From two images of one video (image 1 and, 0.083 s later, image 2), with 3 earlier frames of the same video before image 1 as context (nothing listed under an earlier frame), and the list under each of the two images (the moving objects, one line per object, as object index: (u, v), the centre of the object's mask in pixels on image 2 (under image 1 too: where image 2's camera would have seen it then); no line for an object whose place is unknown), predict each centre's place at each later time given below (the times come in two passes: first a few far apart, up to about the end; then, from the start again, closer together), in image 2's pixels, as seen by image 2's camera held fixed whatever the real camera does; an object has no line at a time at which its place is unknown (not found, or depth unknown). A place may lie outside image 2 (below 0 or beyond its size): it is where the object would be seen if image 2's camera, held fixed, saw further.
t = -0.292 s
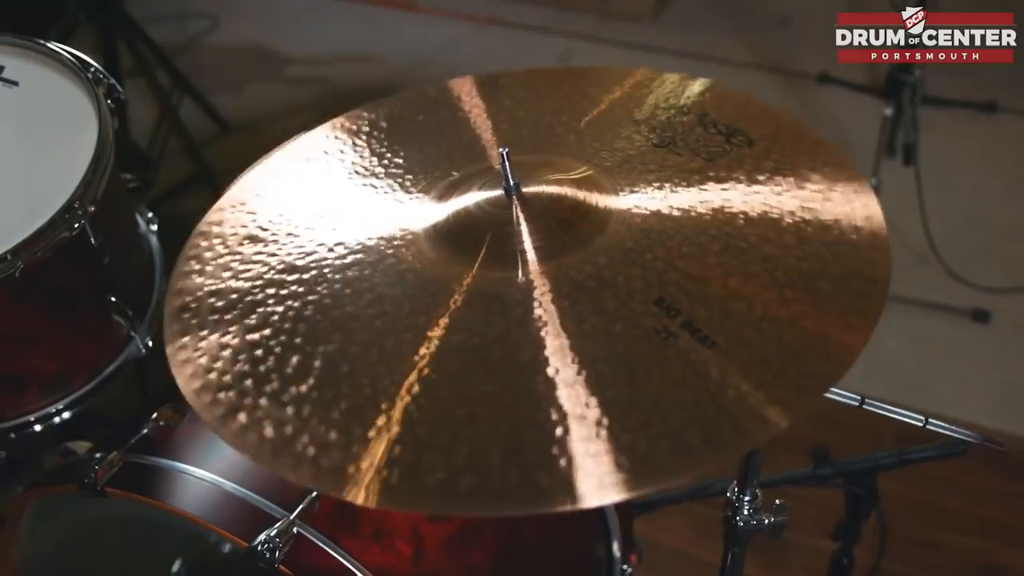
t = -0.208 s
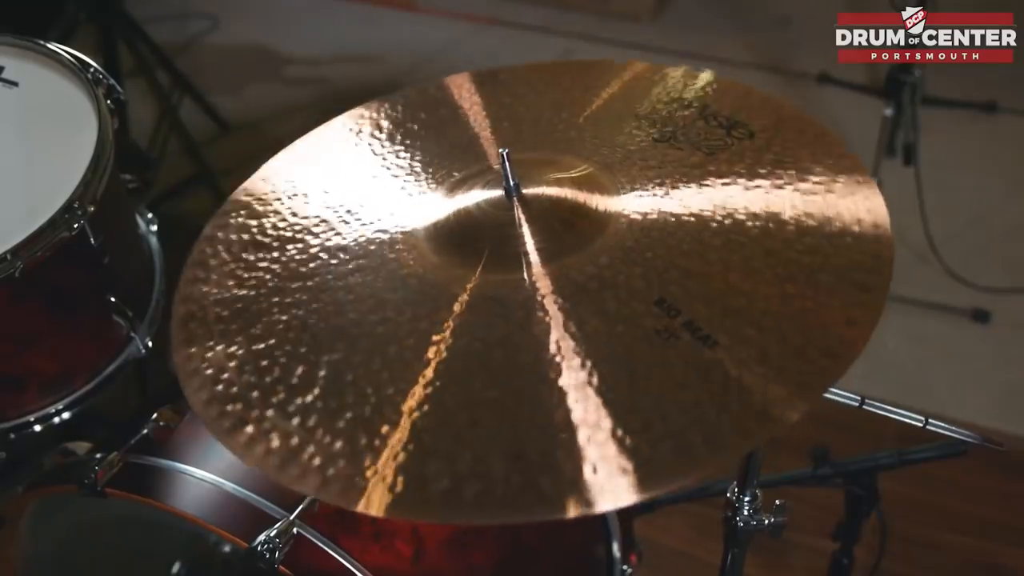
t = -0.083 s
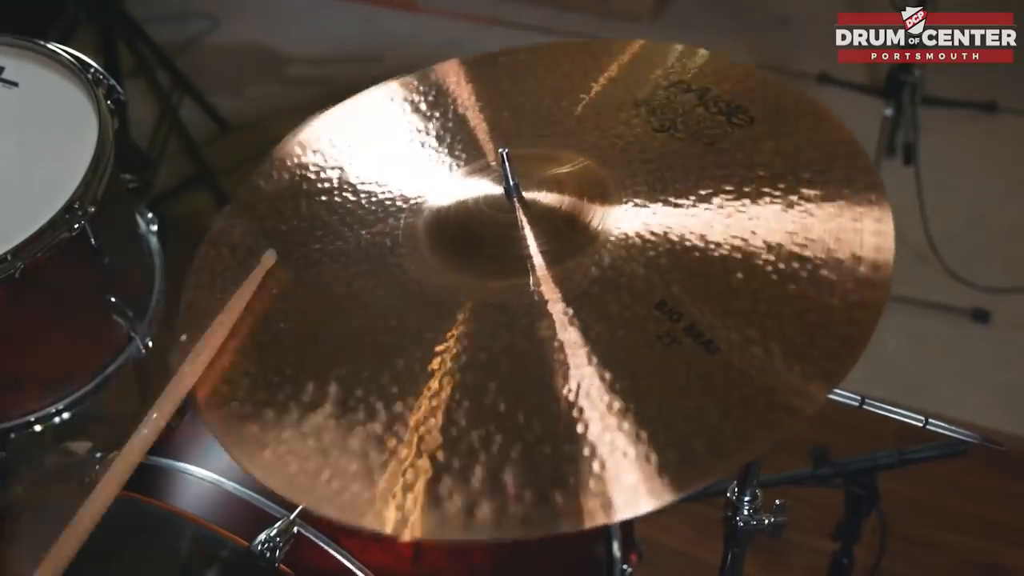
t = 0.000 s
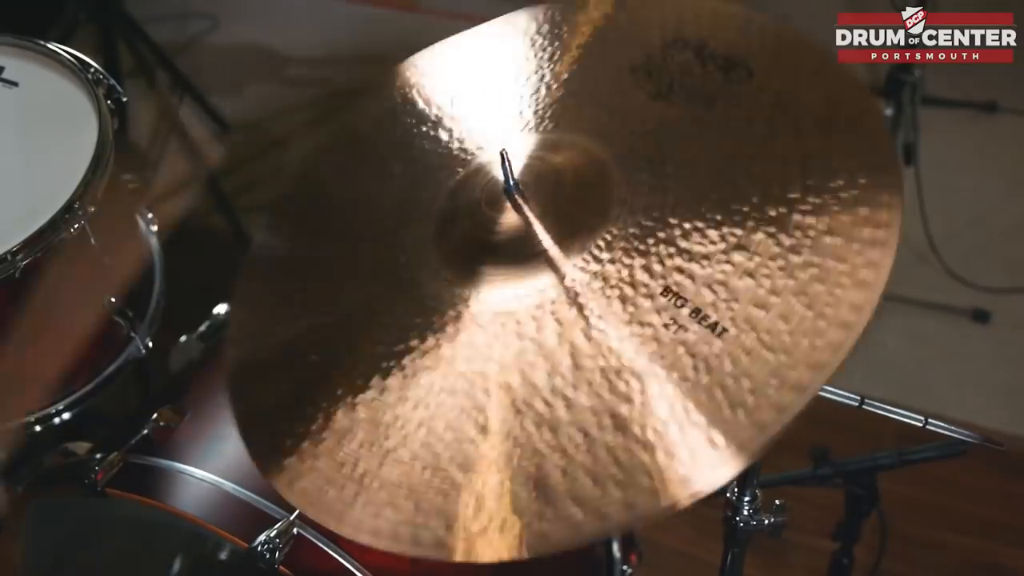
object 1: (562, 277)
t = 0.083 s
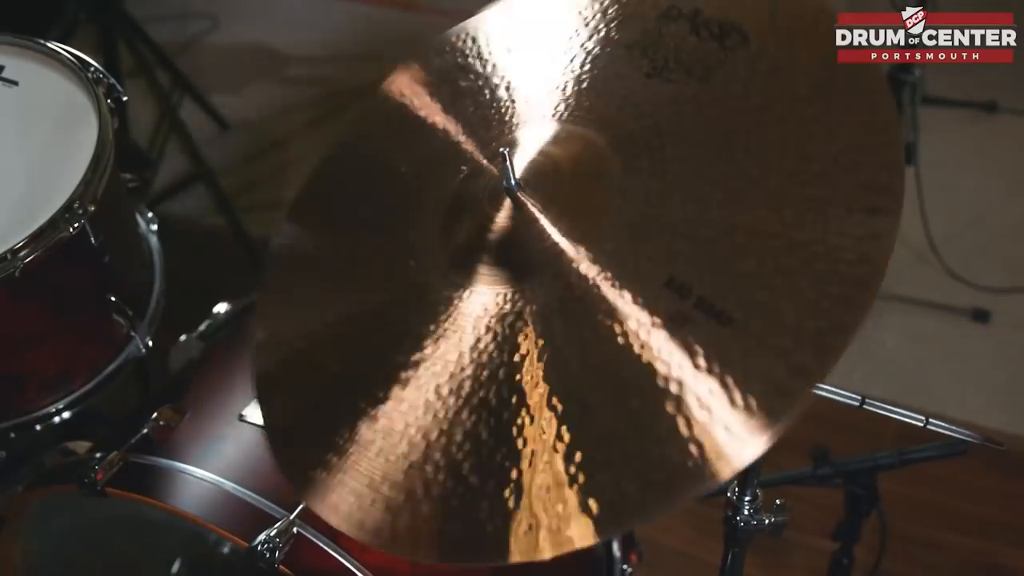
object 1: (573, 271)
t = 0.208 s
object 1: (567, 273)
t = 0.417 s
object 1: (512, 288)
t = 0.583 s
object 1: (500, 288)
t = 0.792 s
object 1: (541, 289)
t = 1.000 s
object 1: (550, 280)
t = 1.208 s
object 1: (520, 289)
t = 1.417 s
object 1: (517, 290)
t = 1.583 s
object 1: (533, 290)
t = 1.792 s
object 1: (540, 285)
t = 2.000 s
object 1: (528, 289)
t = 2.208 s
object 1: (529, 290)
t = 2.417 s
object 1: (535, 289)
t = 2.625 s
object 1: (533, 288)
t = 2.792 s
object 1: (533, 289)
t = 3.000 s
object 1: (533, 289)
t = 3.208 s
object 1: (533, 289)
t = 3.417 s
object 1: (533, 289)
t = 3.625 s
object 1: (533, 289)
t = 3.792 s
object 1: (533, 289)
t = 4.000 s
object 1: (533, 289)
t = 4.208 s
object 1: (533, 289)
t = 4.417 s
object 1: (533, 289)
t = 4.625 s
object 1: (533, 289)
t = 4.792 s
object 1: (533, 289)
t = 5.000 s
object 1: (533, 289)
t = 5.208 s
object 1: (533, 289)
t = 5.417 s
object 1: (533, 289)
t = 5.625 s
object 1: (533, 289)
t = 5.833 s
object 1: (533, 289)
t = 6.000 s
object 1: (533, 289)
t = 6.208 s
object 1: (533, 289)
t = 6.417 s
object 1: (533, 289)
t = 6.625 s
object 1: (533, 289)
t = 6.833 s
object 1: (533, 289)
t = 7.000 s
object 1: (533, 289)
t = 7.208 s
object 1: (533, 289)
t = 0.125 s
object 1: (573, 270)
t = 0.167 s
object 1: (571, 272)
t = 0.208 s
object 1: (567, 273)
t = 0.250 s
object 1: (560, 276)
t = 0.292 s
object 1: (549, 283)
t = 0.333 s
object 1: (534, 288)
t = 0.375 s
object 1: (523, 289)
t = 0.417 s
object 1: (512, 288)
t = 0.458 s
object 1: (501, 288)
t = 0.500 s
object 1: (496, 287)
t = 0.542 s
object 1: (495, 286)
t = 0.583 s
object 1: (500, 288)
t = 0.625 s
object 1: (505, 291)
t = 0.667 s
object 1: (513, 292)
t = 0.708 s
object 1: (523, 292)
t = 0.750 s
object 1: (532, 291)
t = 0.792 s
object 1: (541, 289)
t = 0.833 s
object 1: (548, 285)
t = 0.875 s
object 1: (553, 281)
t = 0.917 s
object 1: (554, 279)
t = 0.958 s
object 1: (553, 278)
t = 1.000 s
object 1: (550, 280)
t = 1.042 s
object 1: (545, 282)
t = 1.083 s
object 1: (538, 285)
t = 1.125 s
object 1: (531, 288)
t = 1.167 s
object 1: (525, 289)
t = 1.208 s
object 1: (520, 289)
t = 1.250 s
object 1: (517, 290)
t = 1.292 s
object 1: (514, 289)
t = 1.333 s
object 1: (514, 289)
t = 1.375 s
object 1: (516, 290)
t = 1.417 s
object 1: (517, 290)
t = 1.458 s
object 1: (520, 290)
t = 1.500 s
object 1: (525, 291)
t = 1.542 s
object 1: (529, 292)
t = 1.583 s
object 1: (533, 290)
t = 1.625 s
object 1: (538, 289)
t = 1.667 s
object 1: (541, 288)
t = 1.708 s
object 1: (542, 286)
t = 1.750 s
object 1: (541, 285)
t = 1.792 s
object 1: (540, 285)
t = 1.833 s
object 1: (537, 285)
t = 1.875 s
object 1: (534, 286)
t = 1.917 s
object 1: (532, 287)
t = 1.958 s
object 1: (530, 288)
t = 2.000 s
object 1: (528, 289)
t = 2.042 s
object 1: (528, 290)
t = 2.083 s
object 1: (528, 290)
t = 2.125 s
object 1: (528, 290)
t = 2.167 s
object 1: (528, 290)
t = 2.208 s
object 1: (529, 290)
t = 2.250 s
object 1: (530, 290)
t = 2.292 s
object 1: (532, 290)
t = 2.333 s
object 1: (533, 290)
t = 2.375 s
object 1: (534, 289)
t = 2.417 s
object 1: (535, 289)
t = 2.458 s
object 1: (535, 288)
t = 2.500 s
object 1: (535, 288)
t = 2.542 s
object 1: (534, 288)
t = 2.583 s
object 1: (533, 288)
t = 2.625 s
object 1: (533, 288)
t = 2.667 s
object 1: (533, 289)
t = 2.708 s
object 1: (532, 289)
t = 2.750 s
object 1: (532, 289)
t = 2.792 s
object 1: (533, 289)
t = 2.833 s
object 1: (533, 289)
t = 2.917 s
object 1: (533, 289)
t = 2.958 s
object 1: (533, 289)
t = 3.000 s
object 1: (533, 289)
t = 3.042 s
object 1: (533, 289)
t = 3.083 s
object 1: (533, 289)
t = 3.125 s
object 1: (533, 289)
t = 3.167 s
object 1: (533, 289)
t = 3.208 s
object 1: (533, 289)
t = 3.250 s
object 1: (533, 289)
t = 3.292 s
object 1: (533, 289)
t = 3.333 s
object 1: (533, 289)
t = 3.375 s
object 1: (533, 289)
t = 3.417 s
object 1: (533, 289)
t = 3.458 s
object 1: (533, 289)
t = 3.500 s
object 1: (533, 289)
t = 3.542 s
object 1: (533, 289)
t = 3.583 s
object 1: (533, 289)
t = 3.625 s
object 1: (533, 289)
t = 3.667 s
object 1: (533, 289)
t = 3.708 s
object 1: (533, 289)
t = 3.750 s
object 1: (533, 289)
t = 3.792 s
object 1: (533, 289)
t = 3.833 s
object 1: (533, 289)
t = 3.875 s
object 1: (533, 289)
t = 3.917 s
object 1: (533, 289)
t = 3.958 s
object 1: (533, 289)
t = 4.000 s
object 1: (533, 289)
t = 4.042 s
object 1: (533, 289)
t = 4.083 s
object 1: (533, 289)
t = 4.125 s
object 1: (533, 289)
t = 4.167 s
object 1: (533, 289)
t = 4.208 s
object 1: (533, 289)
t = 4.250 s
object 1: (533, 289)
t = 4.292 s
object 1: (533, 289)
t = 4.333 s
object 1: (533, 289)
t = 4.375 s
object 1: (533, 289)
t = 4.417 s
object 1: (533, 289)
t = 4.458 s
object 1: (533, 289)
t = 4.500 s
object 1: (533, 289)
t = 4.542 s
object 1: (533, 289)
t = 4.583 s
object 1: (533, 289)
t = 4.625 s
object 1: (533, 289)
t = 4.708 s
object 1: (533, 289)
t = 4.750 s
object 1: (533, 289)
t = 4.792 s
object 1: (533, 289)
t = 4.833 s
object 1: (533, 289)
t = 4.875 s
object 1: (533, 289)
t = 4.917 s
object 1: (533, 289)
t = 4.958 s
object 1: (533, 289)
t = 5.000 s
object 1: (533, 289)
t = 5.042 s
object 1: (533, 289)
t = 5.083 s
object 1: (533, 289)
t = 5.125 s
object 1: (533, 289)
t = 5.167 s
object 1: (533, 289)
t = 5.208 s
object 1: (533, 289)
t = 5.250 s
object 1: (533, 289)
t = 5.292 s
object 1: (533, 289)
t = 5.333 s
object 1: (533, 289)
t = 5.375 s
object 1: (533, 289)
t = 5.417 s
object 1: (533, 289)
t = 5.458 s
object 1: (533, 289)
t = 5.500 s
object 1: (533, 289)
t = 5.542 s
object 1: (533, 289)
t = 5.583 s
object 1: (533, 289)
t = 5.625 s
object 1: (533, 289)
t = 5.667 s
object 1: (533, 289)
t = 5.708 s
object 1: (533, 289)
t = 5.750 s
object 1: (533, 289)
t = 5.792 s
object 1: (533, 289)
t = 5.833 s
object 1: (533, 289)
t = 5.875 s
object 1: (533, 289)
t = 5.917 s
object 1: (533, 289)
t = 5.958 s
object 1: (533, 289)
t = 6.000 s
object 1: (533, 289)
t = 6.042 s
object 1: (533, 289)
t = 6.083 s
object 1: (533, 289)
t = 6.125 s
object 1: (533, 289)
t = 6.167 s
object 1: (533, 289)
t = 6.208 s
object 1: (533, 289)
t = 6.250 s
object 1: (533, 289)
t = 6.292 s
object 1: (533, 289)
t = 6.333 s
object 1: (533, 289)
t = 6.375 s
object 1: (533, 289)
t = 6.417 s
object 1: (533, 289)
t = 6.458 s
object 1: (533, 289)
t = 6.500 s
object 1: (533, 289)
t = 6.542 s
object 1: (533, 289)
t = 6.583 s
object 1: (533, 289)
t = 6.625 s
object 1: (533, 289)
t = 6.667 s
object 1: (533, 289)
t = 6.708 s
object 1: (533, 289)
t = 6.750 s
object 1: (533, 289)
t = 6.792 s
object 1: (533, 289)
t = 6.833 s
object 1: (533, 289)
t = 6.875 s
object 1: (533, 289)
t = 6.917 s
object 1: (533, 289)
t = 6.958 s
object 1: (533, 289)
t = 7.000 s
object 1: (533, 289)
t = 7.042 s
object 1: (533, 289)
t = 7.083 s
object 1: (533, 289)
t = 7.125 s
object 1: (533, 289)
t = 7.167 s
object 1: (533, 289)
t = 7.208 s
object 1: (533, 289)
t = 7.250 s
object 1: (533, 289)
